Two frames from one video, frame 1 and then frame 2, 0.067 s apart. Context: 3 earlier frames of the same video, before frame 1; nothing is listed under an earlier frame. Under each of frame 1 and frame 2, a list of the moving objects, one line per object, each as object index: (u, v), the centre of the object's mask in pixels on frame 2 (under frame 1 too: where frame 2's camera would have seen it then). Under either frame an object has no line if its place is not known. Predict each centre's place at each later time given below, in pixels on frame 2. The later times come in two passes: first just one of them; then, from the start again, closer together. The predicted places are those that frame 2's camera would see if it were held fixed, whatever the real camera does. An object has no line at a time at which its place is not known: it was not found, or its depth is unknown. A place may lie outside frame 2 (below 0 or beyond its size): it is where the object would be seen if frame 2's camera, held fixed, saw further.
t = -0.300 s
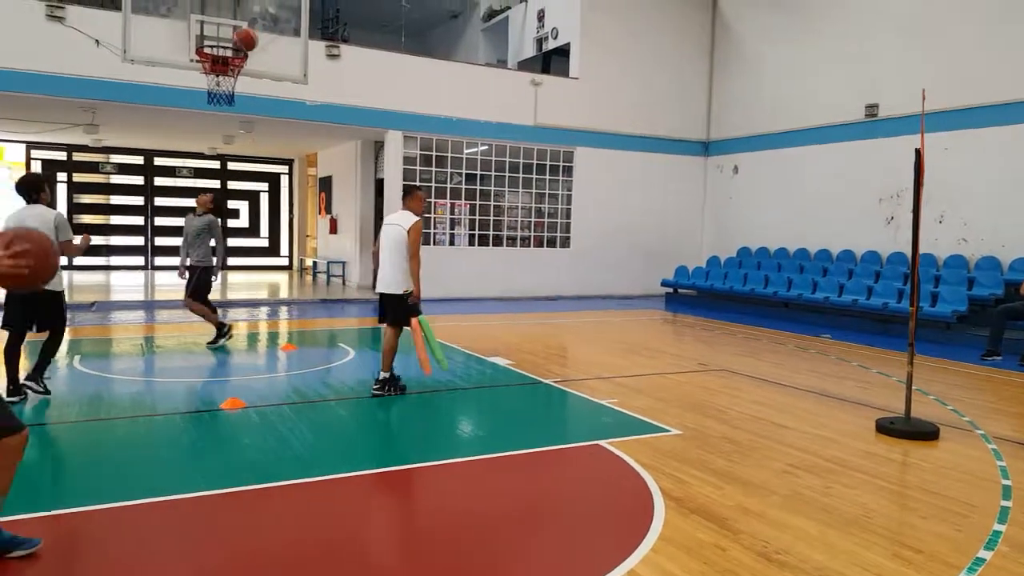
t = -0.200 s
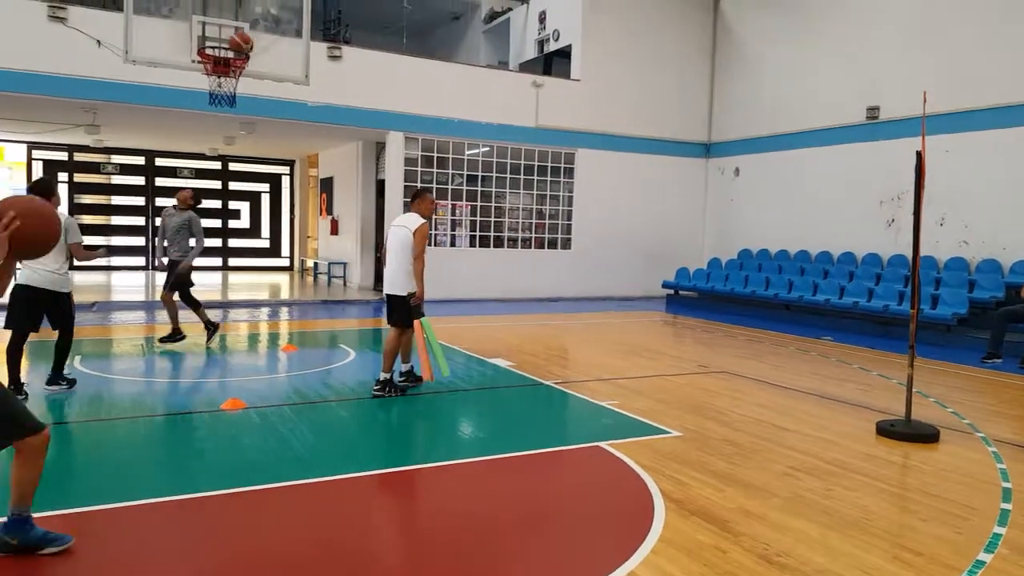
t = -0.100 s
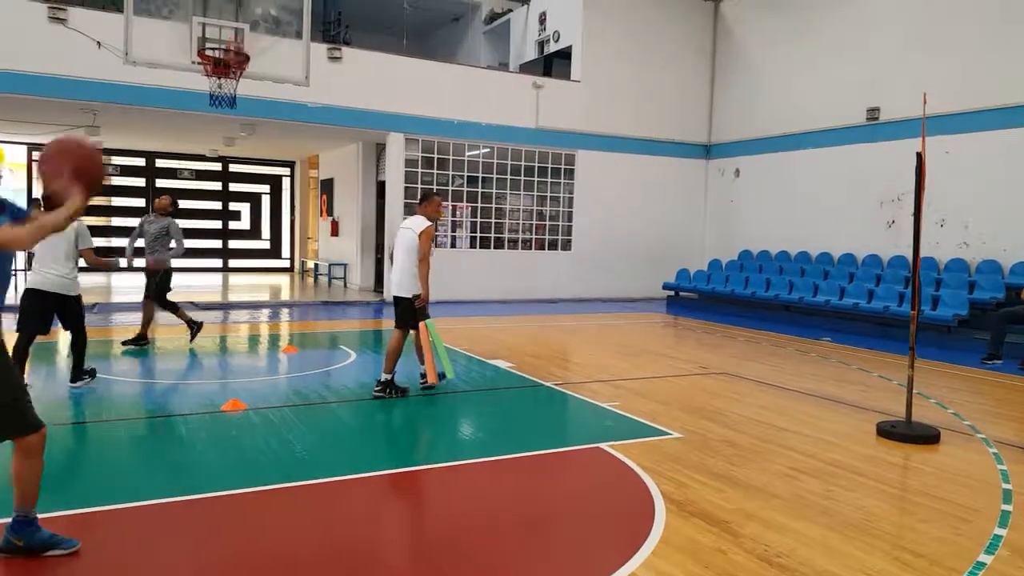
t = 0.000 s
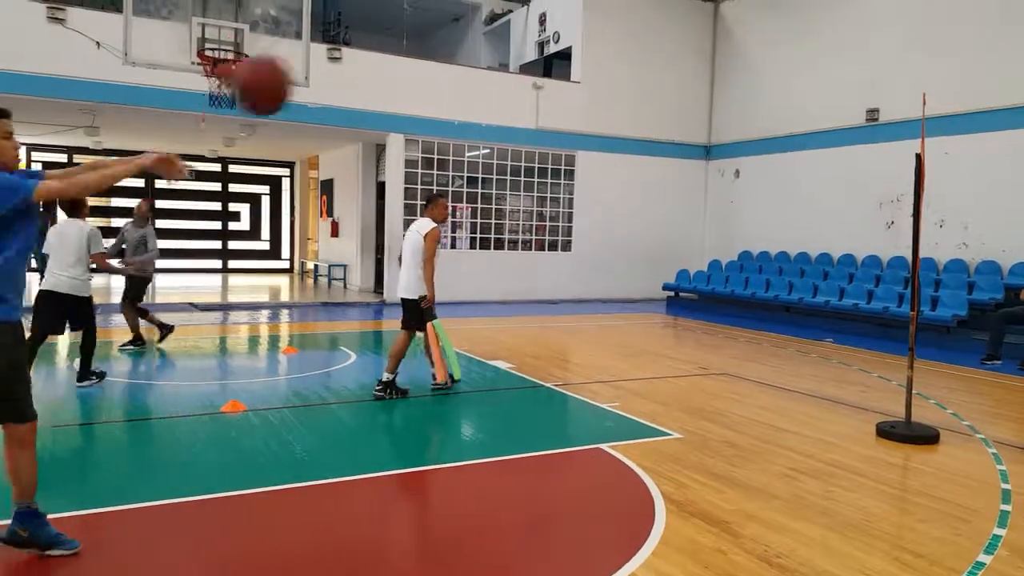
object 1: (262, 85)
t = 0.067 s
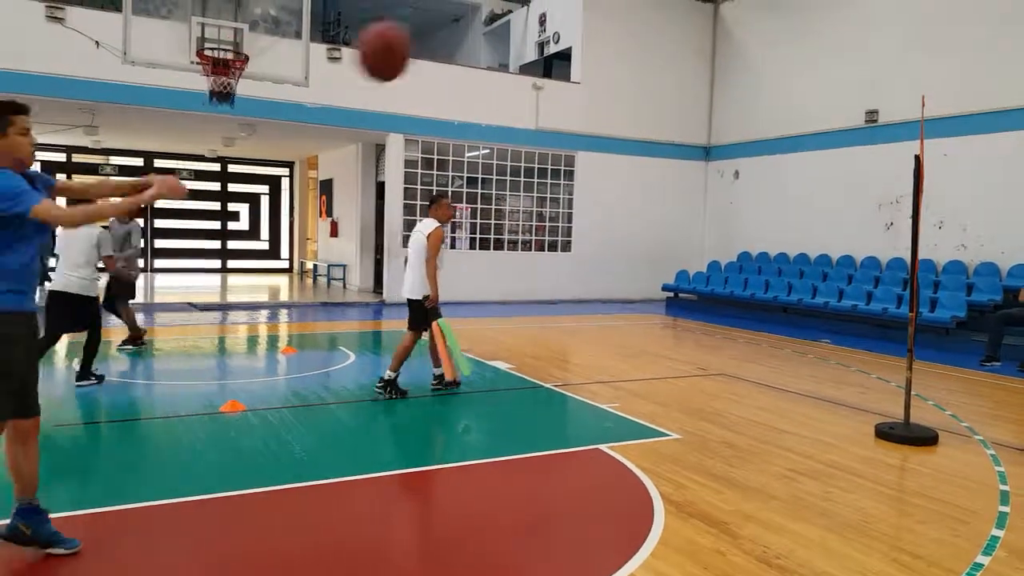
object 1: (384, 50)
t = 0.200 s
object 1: (586, 24)
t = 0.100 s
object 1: (438, 39)
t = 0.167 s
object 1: (539, 27)
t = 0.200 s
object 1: (586, 24)
